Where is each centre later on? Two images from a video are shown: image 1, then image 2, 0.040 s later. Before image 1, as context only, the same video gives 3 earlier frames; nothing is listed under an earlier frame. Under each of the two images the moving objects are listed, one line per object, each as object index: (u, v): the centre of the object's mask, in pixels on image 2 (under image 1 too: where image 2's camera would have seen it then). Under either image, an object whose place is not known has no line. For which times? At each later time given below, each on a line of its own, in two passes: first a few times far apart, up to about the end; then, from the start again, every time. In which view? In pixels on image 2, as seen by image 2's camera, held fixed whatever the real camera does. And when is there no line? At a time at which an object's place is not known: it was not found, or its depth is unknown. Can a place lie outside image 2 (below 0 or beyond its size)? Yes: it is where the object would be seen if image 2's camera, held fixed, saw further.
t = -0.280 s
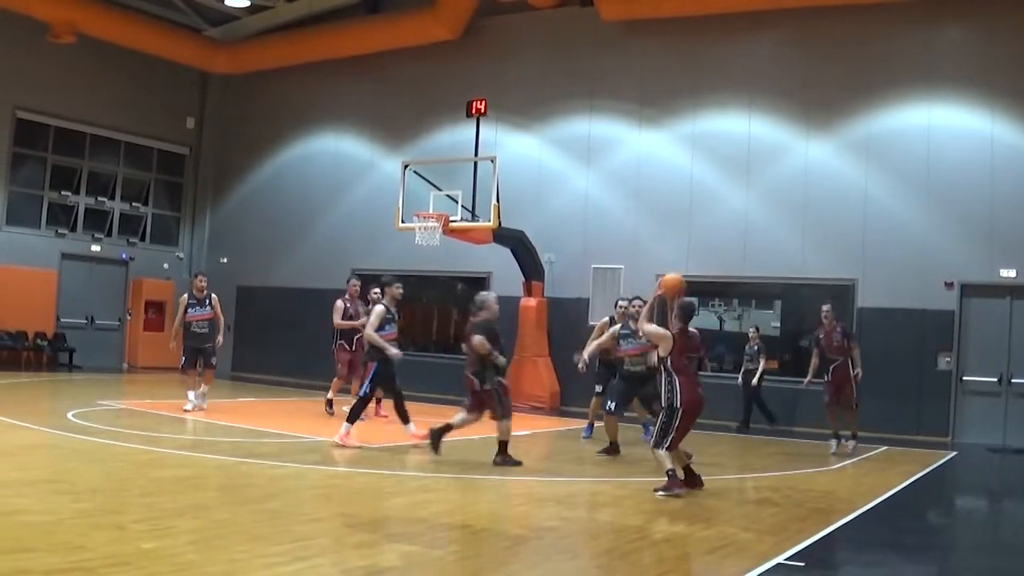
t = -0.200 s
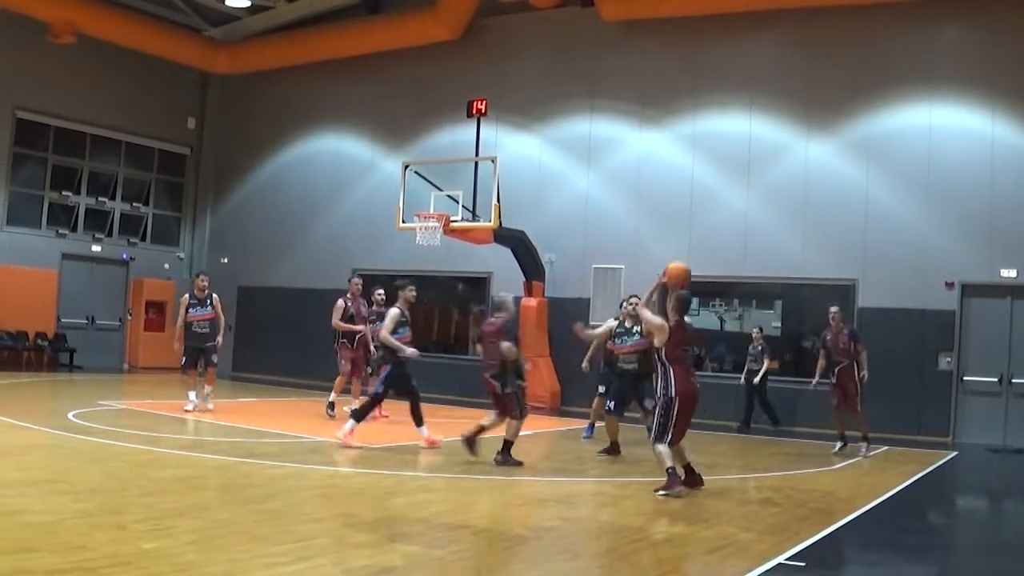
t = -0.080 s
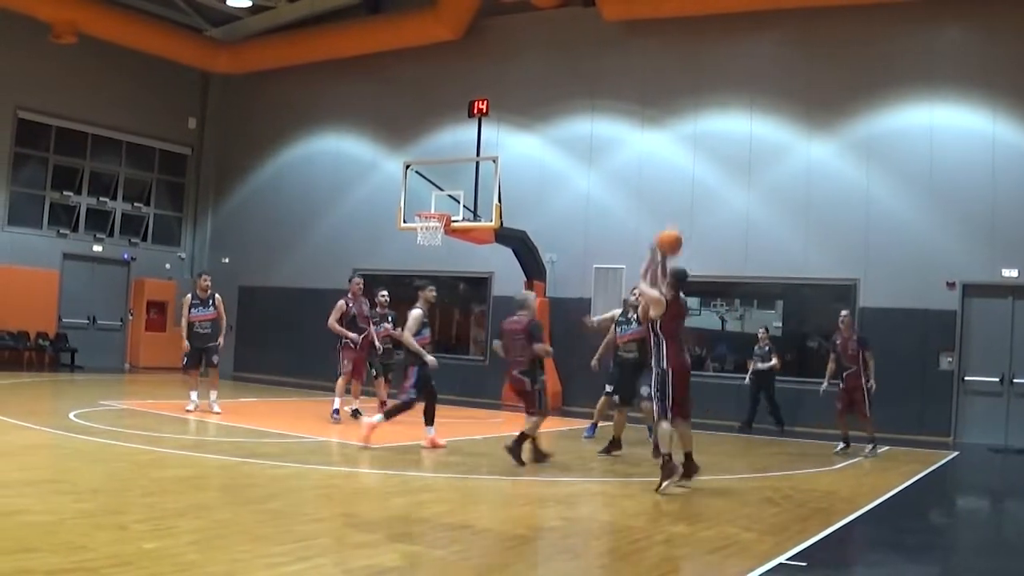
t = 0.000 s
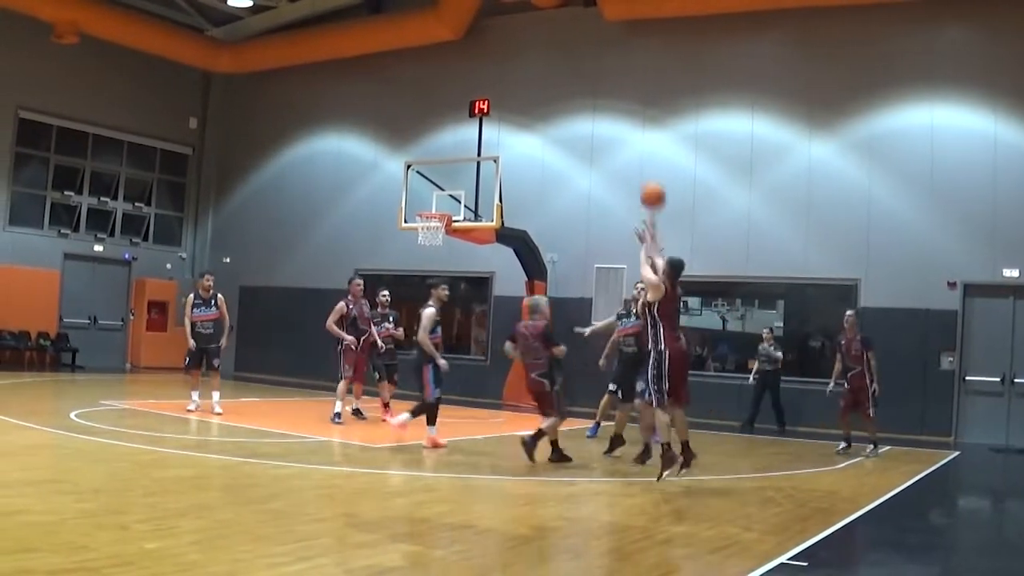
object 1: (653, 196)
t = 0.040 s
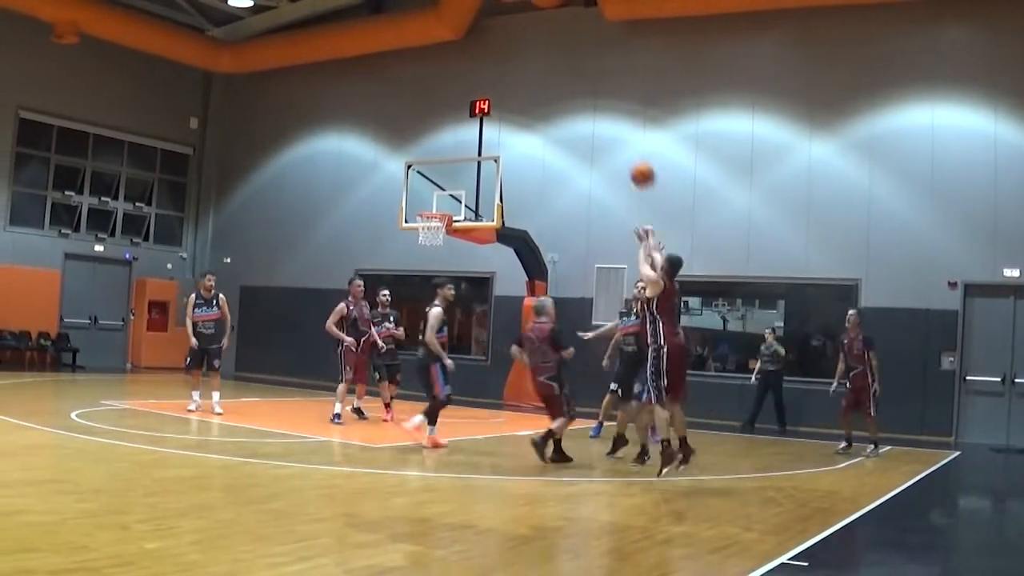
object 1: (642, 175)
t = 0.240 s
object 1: (594, 102)
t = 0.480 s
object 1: (547, 77)
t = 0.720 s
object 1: (507, 97)
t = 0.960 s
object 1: (472, 152)
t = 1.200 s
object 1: (450, 191)
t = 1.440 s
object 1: (455, 153)
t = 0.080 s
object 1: (632, 156)
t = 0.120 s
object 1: (621, 139)
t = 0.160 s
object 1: (612, 125)
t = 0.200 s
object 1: (602, 113)
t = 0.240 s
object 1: (594, 102)
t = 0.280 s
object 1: (585, 94)
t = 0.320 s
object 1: (576, 87)
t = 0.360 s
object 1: (569, 83)
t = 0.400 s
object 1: (561, 80)
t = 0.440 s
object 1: (554, 78)
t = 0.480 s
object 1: (547, 77)
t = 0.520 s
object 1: (540, 78)
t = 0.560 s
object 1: (533, 80)
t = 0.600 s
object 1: (526, 83)
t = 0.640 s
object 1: (520, 87)
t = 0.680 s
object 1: (513, 91)
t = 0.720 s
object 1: (507, 97)
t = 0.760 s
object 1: (501, 103)
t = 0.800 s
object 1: (496, 111)
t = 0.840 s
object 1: (489, 120)
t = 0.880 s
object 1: (483, 129)
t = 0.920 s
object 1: (477, 140)
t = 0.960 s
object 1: (472, 152)
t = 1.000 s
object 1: (466, 163)
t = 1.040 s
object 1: (461, 175)
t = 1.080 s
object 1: (455, 188)
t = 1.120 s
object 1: (450, 202)
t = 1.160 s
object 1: (448, 200)
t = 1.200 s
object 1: (450, 191)
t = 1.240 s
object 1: (452, 182)
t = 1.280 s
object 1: (452, 174)
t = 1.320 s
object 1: (453, 167)
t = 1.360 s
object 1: (454, 162)
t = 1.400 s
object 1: (455, 157)
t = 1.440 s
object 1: (455, 153)
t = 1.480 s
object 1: (455, 150)
